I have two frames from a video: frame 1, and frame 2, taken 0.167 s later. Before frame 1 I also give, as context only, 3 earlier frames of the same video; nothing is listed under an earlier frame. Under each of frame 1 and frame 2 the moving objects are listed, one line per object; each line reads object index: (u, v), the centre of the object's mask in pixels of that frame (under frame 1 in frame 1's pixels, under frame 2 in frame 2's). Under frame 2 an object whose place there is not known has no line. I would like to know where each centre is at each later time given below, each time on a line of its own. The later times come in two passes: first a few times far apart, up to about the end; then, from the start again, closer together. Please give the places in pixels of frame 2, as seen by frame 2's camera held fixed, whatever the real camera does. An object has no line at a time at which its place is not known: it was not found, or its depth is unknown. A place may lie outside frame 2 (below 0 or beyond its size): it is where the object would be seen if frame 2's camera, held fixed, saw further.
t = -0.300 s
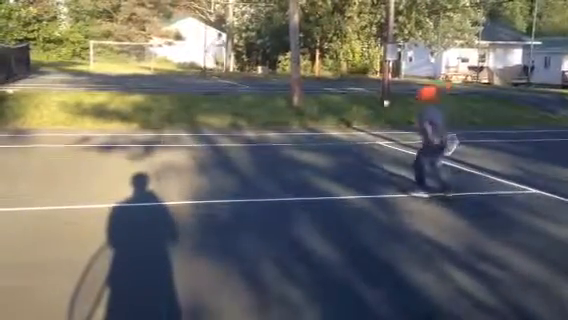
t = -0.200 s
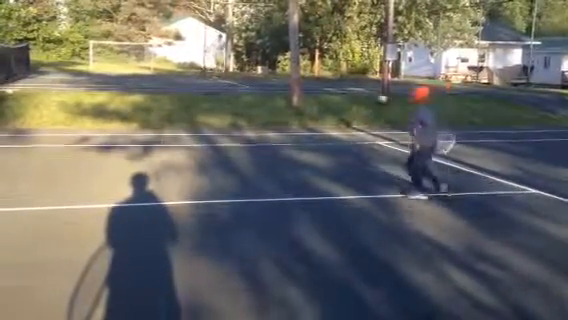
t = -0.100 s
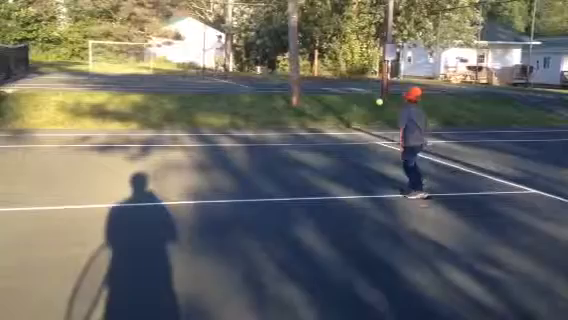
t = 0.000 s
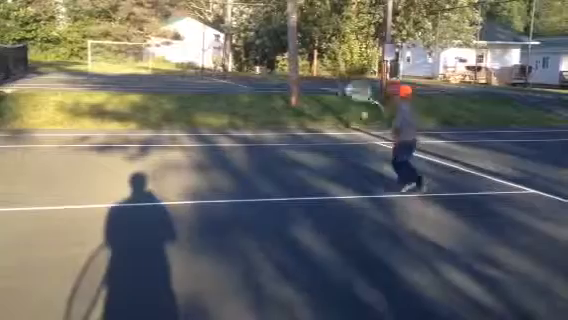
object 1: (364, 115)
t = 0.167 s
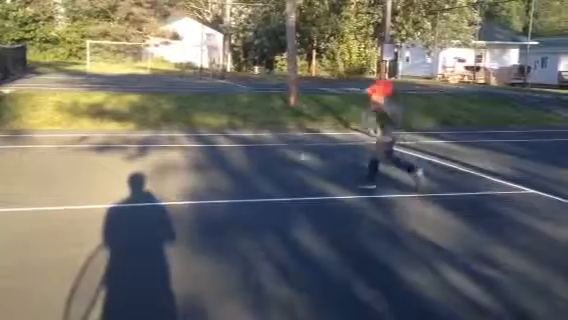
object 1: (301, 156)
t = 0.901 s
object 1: (30, 201)
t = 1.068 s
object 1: (-43, 176)
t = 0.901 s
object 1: (30, 201)
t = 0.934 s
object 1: (15, 203)
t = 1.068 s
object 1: (-43, 176)
